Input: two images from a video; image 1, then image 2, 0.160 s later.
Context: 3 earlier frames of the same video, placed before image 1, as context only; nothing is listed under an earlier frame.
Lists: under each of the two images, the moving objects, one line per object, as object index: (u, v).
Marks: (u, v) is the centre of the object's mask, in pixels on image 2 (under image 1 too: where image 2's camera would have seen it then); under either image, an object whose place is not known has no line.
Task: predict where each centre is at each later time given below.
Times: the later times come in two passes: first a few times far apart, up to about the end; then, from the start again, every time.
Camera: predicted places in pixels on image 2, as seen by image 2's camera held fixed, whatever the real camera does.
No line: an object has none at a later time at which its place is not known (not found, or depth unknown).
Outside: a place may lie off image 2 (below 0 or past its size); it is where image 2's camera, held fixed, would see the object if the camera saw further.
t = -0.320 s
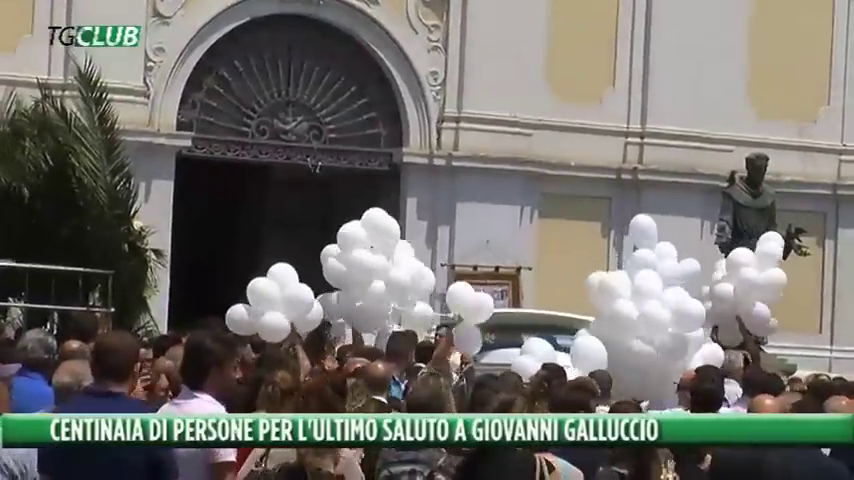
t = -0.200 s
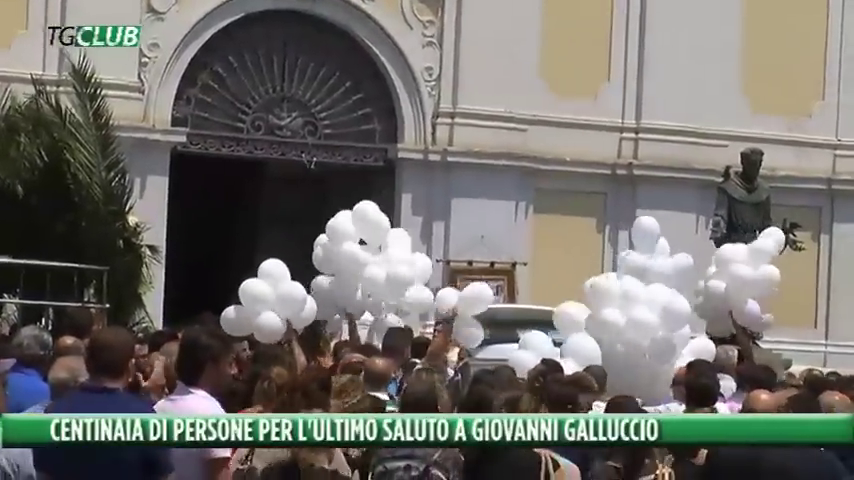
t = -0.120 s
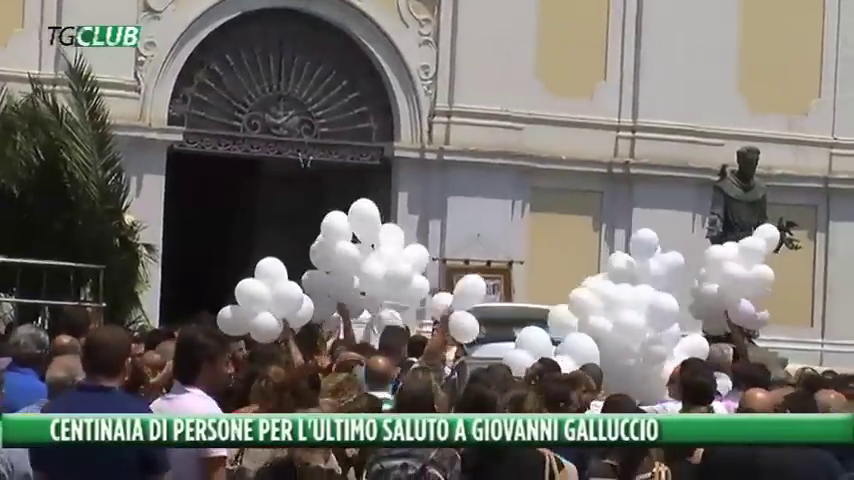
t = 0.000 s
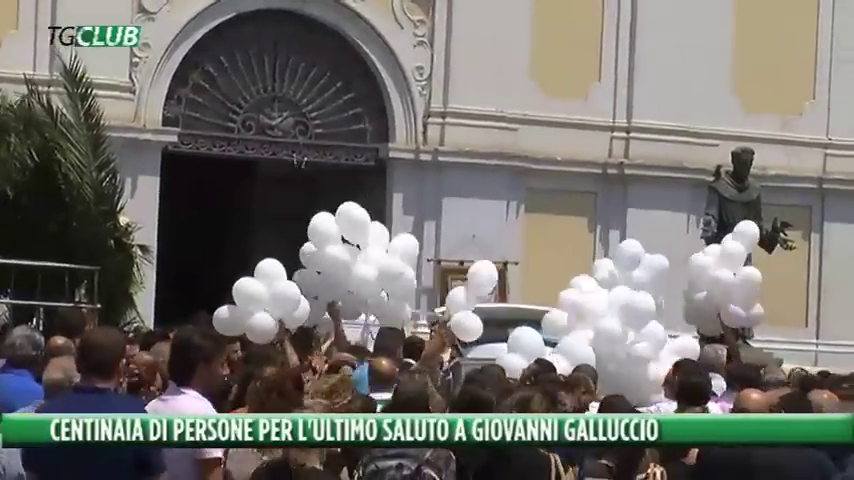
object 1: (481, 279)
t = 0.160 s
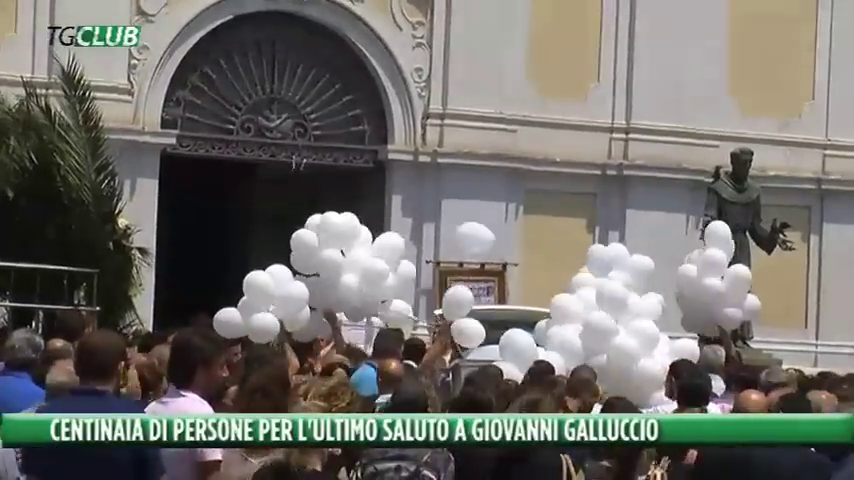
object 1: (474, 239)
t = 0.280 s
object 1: (438, 212)
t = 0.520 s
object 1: (370, 180)
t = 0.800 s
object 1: (323, 123)
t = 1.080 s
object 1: (292, 56)
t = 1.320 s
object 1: (287, 17)
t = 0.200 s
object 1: (466, 228)
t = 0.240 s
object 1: (452, 221)
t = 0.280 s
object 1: (438, 212)
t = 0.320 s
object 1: (425, 207)
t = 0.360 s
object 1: (413, 202)
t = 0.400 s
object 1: (401, 197)
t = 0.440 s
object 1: (390, 191)
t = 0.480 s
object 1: (380, 186)
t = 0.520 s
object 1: (370, 180)
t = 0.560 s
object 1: (361, 174)
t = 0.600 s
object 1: (352, 167)
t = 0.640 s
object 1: (345, 160)
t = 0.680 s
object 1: (339, 151)
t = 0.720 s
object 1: (333, 143)
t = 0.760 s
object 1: (328, 133)
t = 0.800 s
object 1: (323, 123)
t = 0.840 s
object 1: (318, 114)
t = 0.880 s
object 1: (312, 104)
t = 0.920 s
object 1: (308, 94)
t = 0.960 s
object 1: (304, 84)
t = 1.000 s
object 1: (299, 74)
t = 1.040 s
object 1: (295, 65)
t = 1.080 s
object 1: (292, 56)
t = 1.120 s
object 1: (289, 49)
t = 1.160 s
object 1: (288, 41)
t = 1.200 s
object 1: (288, 35)
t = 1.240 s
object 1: (288, 29)
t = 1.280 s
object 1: (288, 23)
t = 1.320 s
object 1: (287, 17)
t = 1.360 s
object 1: (287, 12)
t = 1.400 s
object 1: (287, 9)
